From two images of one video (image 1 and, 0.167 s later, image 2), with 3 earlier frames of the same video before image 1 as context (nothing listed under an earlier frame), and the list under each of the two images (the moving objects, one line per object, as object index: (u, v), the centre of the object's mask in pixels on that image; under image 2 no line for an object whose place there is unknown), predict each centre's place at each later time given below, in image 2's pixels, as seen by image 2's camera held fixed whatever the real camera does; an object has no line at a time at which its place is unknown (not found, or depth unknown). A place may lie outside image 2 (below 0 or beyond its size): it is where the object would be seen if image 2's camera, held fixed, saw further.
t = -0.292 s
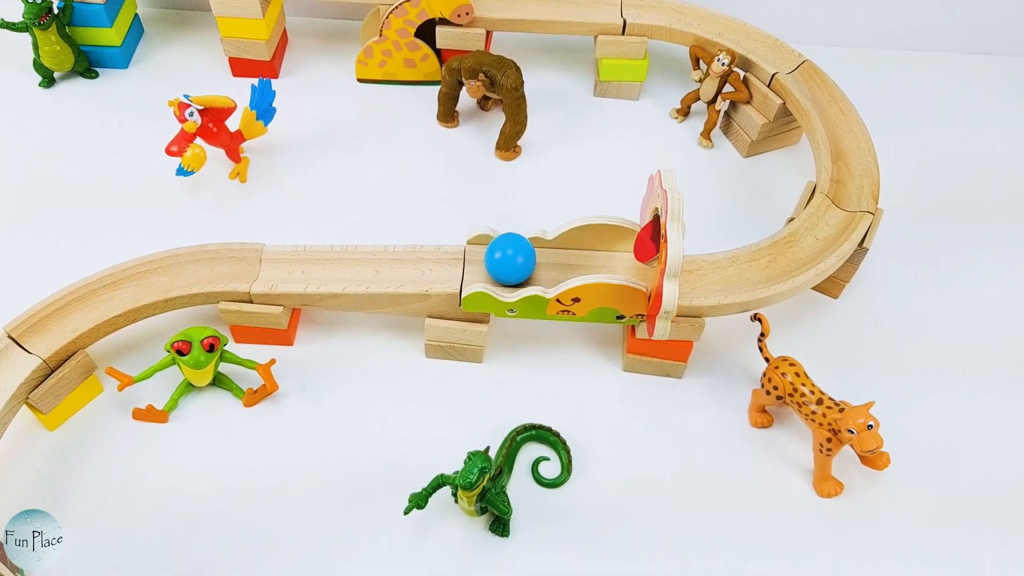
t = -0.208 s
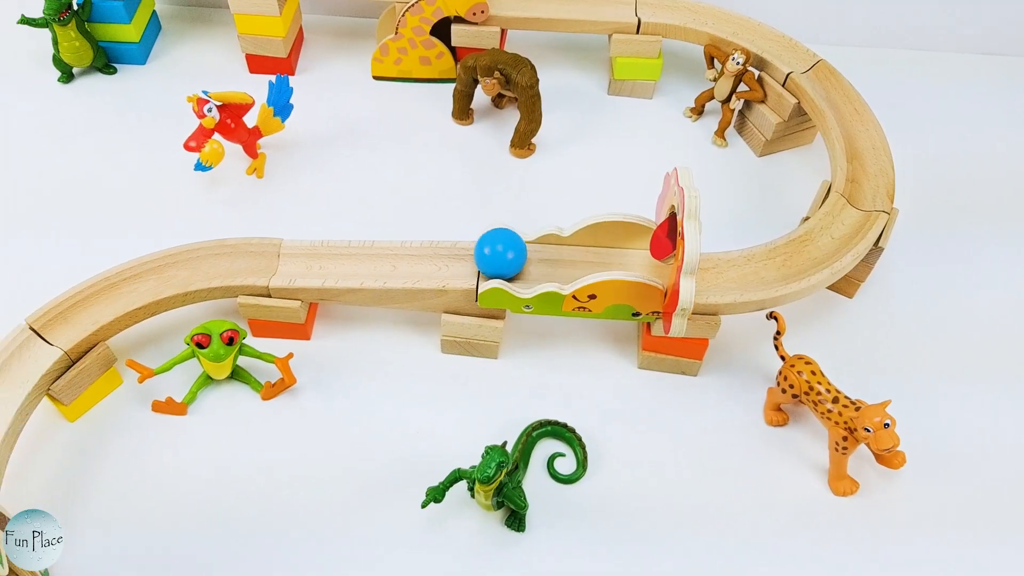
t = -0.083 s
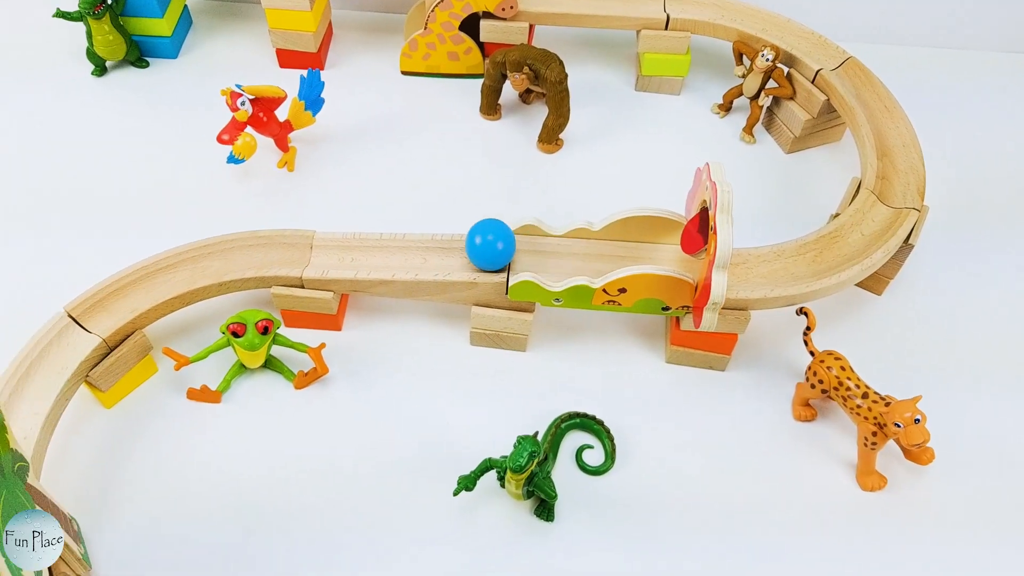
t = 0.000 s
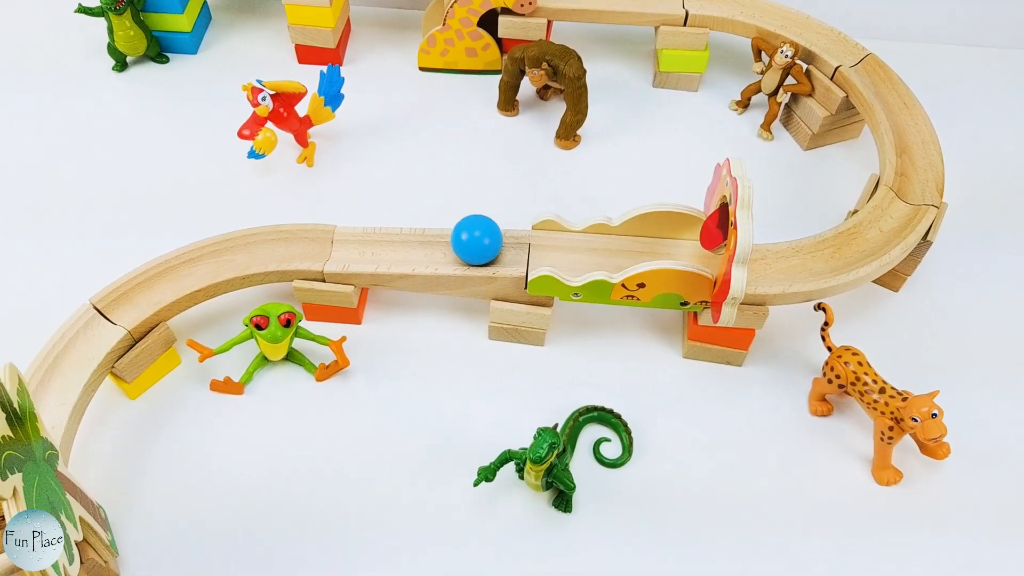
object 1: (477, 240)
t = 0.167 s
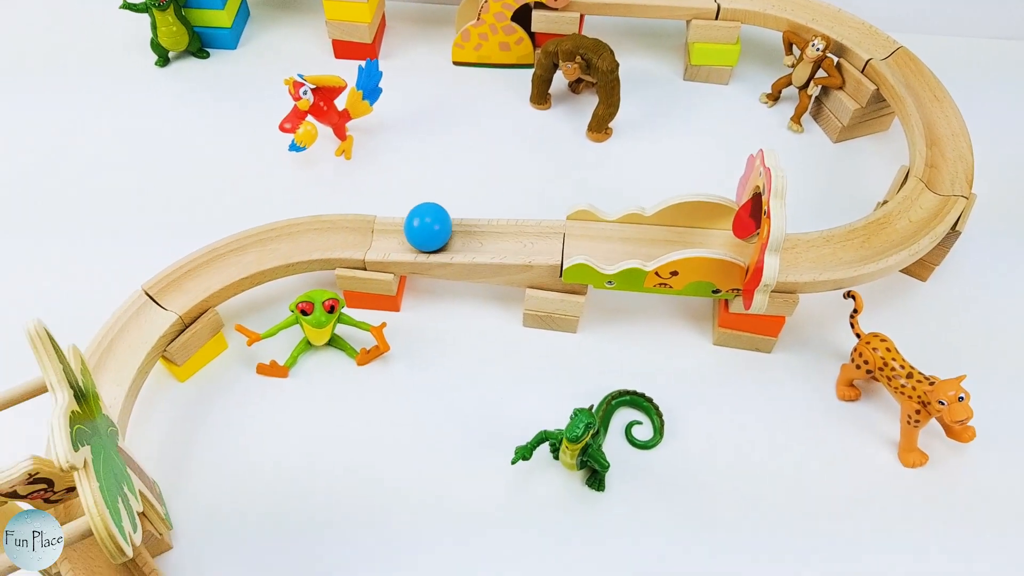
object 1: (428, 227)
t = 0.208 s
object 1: (402, 227)
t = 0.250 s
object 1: (375, 227)
